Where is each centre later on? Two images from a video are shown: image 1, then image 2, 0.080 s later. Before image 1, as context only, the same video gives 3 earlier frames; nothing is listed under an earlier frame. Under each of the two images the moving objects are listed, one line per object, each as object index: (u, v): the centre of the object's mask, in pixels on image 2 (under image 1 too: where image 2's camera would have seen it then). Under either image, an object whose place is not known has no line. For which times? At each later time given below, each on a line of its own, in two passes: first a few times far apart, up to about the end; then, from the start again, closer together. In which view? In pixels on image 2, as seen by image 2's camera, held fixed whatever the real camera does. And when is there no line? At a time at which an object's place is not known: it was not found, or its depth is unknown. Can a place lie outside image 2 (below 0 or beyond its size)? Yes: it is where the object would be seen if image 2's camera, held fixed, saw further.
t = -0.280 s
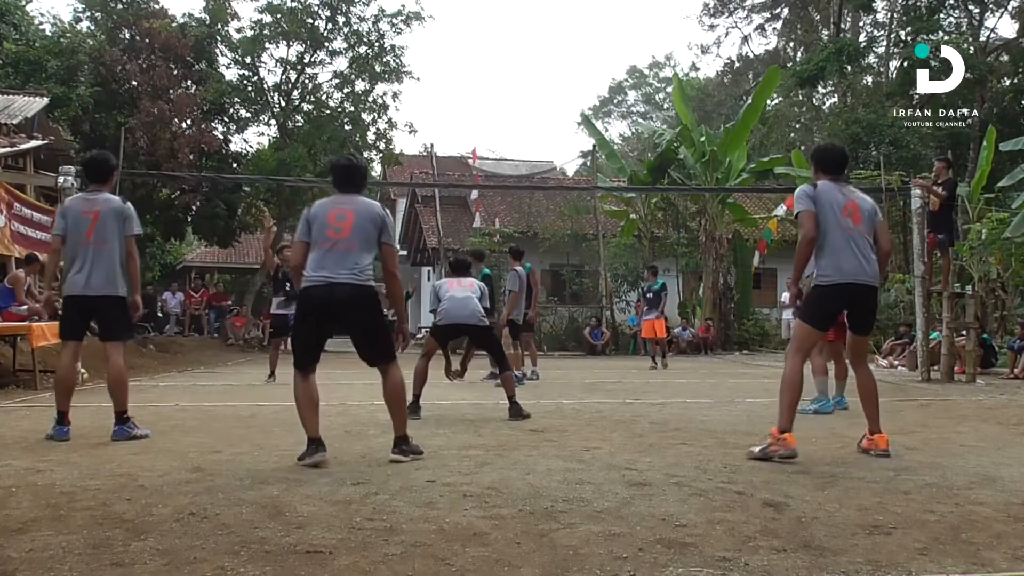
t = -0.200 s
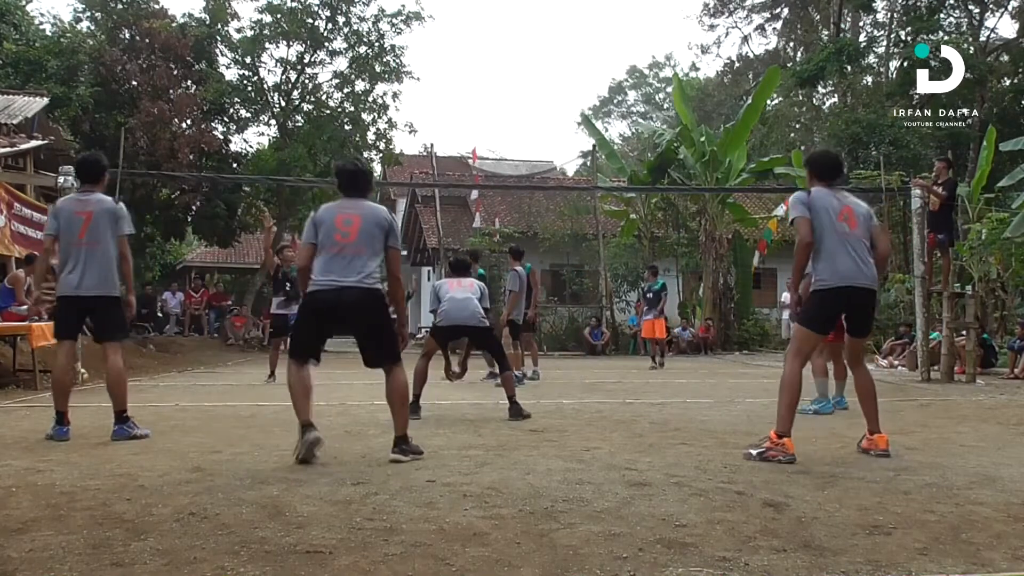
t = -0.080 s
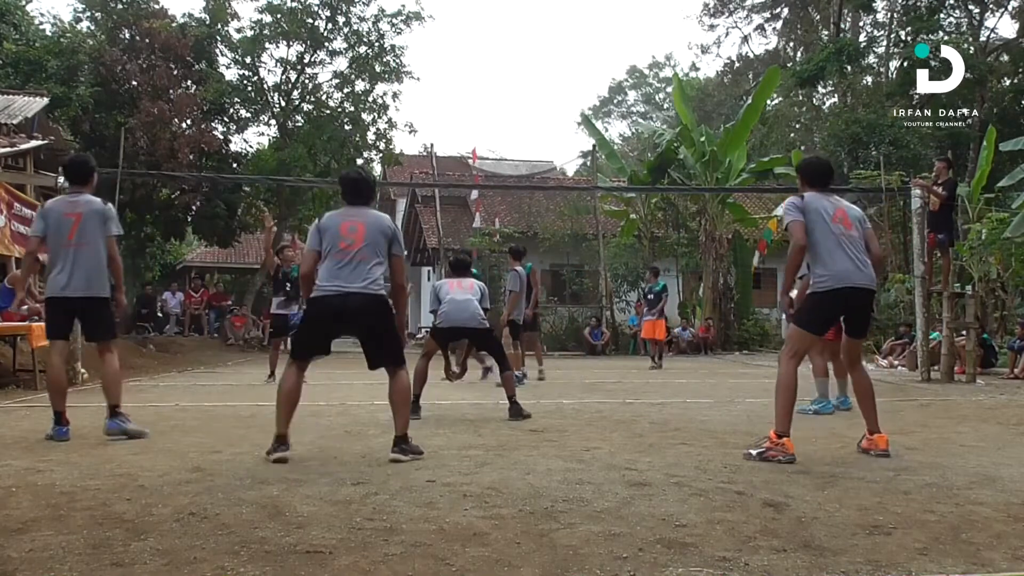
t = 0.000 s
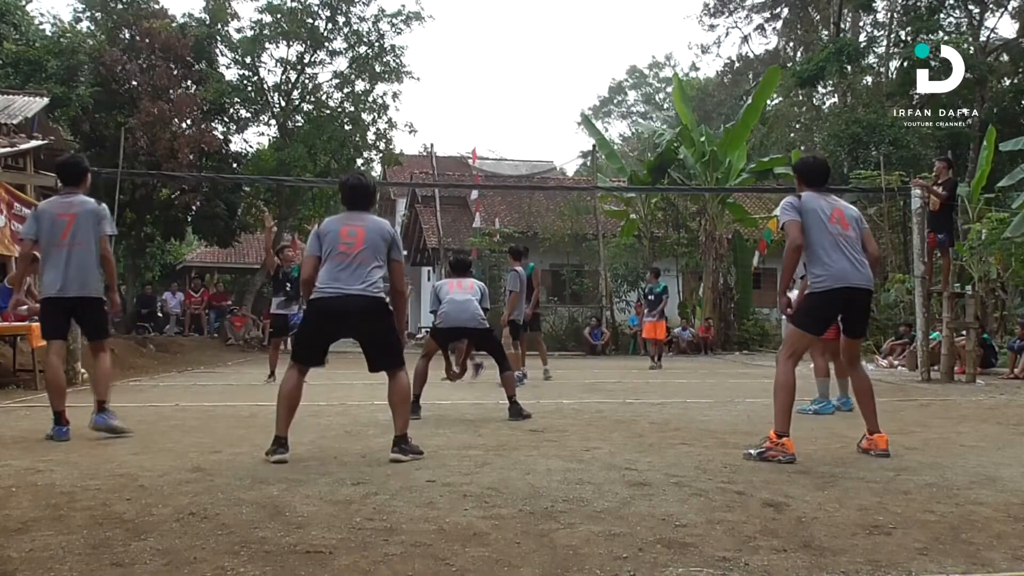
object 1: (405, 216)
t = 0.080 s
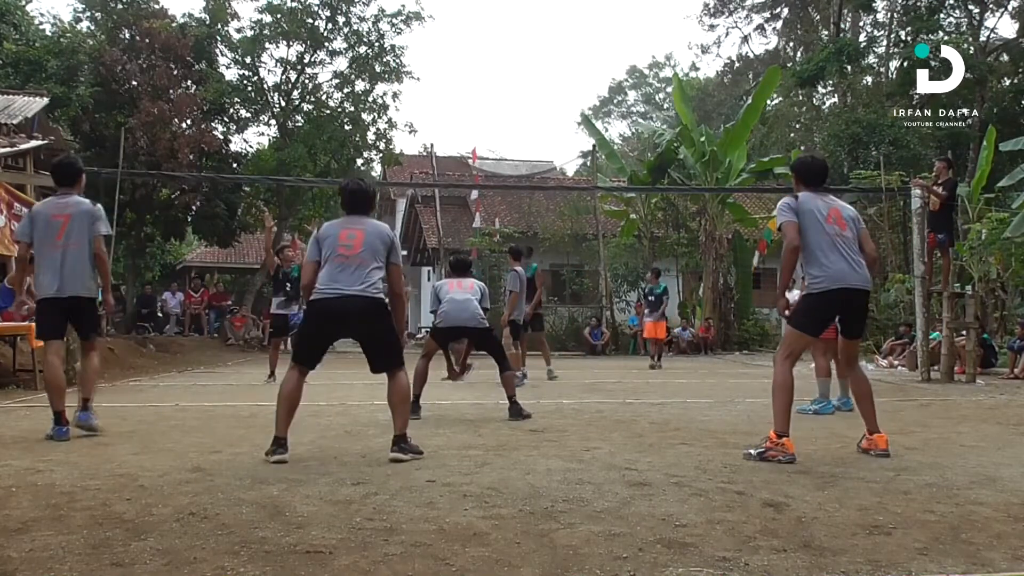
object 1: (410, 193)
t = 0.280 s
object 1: (435, 131)
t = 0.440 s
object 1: (456, 90)
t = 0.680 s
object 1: (493, 48)
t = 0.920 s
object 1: (542, 46)
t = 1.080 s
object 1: (584, 76)
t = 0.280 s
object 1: (435, 131)
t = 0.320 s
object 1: (440, 120)
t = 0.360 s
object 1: (445, 109)
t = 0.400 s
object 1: (450, 99)
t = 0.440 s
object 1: (456, 90)
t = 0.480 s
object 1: (462, 81)
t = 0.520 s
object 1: (468, 73)
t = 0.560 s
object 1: (474, 65)
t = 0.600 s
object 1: (480, 58)
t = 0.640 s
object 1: (487, 53)
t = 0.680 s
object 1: (493, 48)
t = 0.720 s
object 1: (500, 45)
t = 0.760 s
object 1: (508, 42)
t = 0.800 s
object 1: (516, 41)
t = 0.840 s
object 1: (524, 41)
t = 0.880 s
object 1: (533, 42)
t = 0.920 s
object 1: (542, 46)
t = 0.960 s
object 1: (552, 50)
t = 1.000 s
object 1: (562, 57)
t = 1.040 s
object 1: (573, 65)
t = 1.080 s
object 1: (584, 76)
